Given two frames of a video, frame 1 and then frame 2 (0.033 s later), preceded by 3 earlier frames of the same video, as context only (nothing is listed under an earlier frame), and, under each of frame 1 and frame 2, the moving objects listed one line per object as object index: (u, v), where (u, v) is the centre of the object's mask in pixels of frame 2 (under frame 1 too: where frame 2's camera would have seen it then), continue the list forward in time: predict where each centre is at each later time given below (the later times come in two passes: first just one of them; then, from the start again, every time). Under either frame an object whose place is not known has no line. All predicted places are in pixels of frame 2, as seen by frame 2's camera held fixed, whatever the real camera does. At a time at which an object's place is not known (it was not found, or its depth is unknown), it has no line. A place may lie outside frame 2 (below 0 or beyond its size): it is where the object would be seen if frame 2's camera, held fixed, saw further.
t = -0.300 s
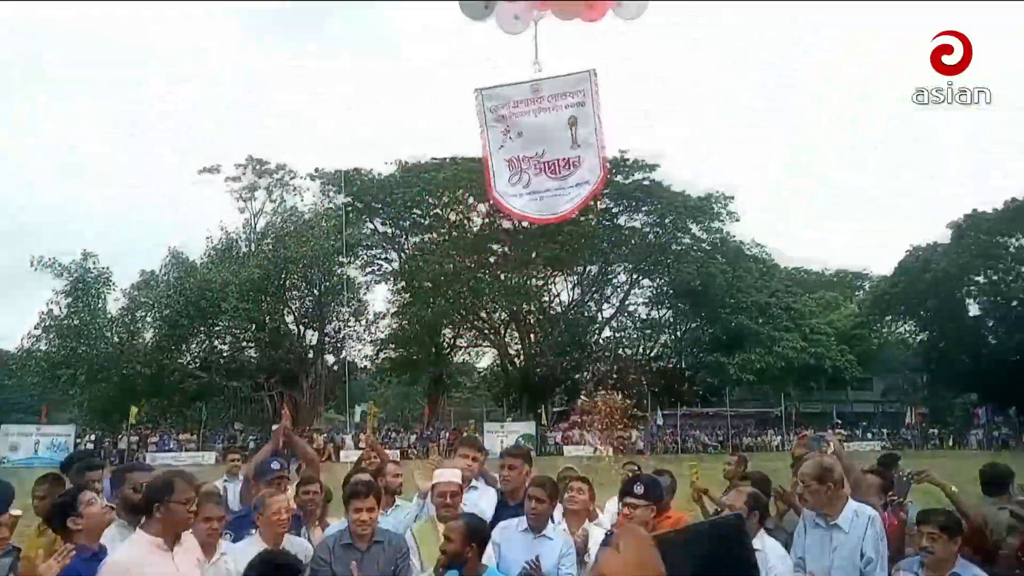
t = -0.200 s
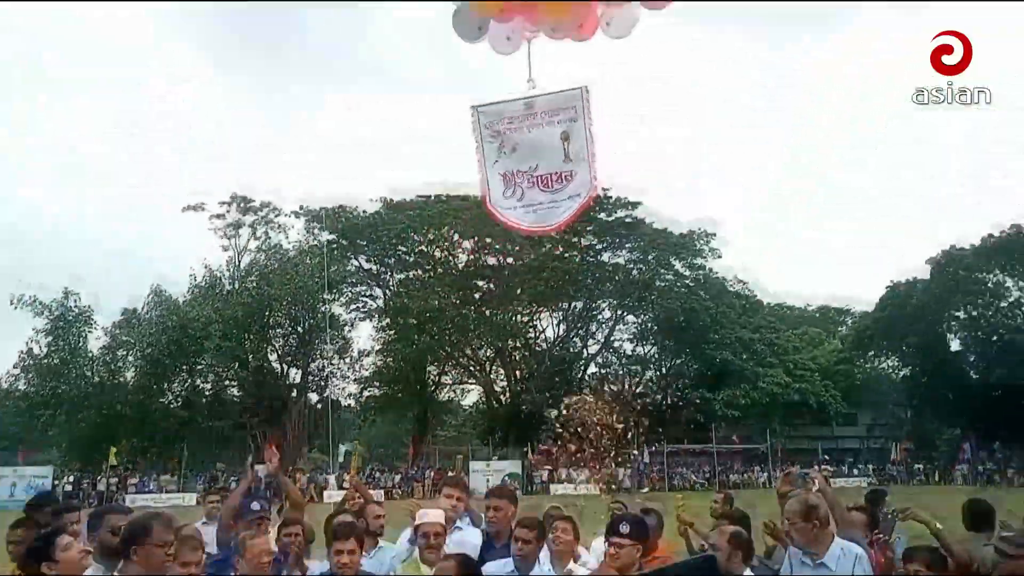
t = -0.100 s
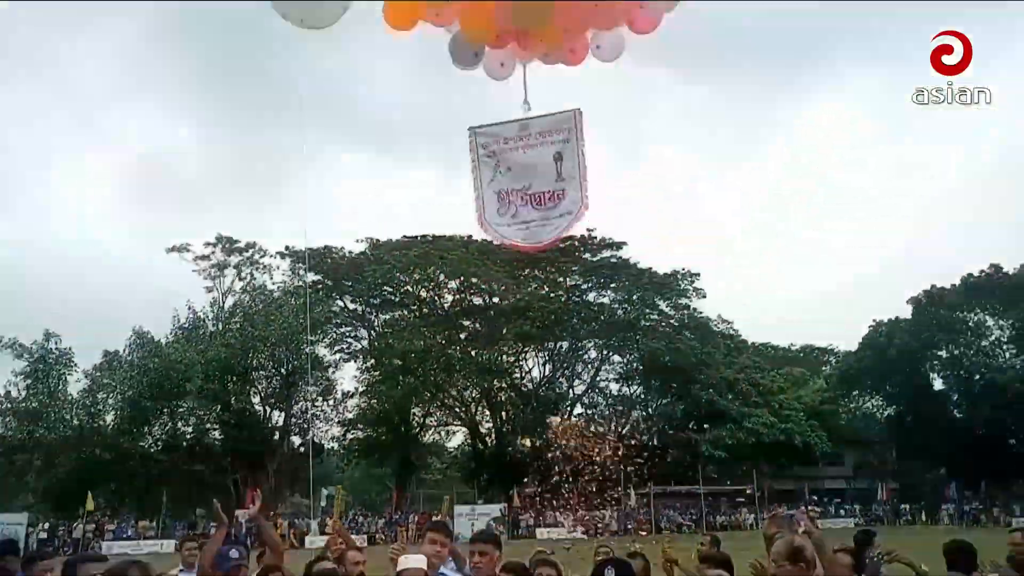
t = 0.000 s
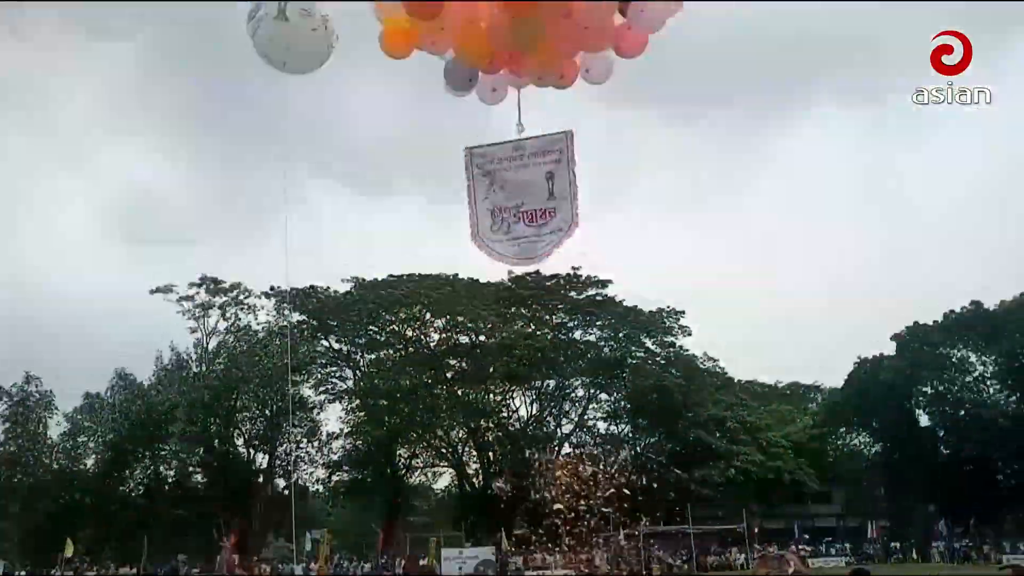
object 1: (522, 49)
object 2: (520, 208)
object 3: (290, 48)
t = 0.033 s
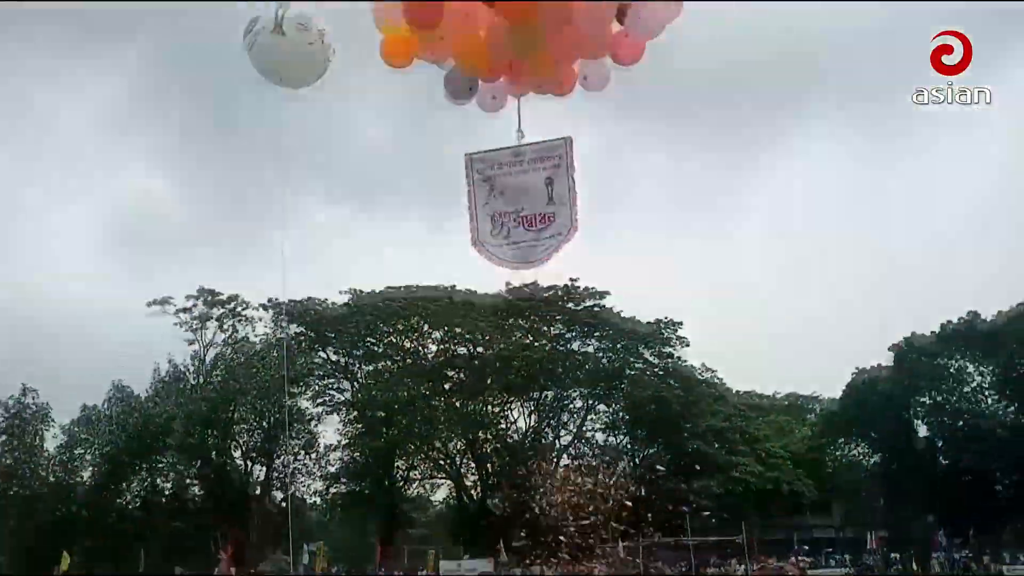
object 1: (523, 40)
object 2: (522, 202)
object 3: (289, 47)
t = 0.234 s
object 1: (533, -27)
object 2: (536, 159)
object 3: (284, 44)
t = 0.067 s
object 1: (525, 30)
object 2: (524, 195)
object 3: (288, 44)
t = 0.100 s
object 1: (529, 18)
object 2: (527, 188)
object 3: (288, 44)
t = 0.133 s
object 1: (528, 10)
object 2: (529, 181)
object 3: (287, 46)
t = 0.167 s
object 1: (530, 2)
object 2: (531, 178)
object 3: (283, 52)
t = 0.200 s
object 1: (534, -16)
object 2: (534, 166)
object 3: (286, 42)
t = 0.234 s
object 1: (533, -27)
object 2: (536, 159)
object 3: (284, 44)
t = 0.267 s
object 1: (535, -35)
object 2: (539, 154)
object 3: (284, 46)
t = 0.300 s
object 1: (536, -43)
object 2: (542, 147)
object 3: (284, 46)
